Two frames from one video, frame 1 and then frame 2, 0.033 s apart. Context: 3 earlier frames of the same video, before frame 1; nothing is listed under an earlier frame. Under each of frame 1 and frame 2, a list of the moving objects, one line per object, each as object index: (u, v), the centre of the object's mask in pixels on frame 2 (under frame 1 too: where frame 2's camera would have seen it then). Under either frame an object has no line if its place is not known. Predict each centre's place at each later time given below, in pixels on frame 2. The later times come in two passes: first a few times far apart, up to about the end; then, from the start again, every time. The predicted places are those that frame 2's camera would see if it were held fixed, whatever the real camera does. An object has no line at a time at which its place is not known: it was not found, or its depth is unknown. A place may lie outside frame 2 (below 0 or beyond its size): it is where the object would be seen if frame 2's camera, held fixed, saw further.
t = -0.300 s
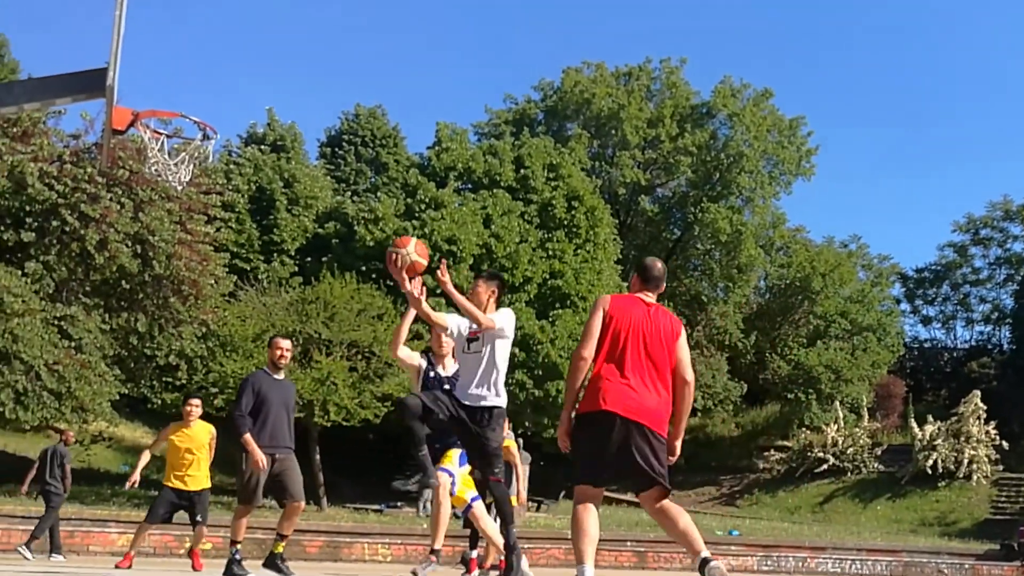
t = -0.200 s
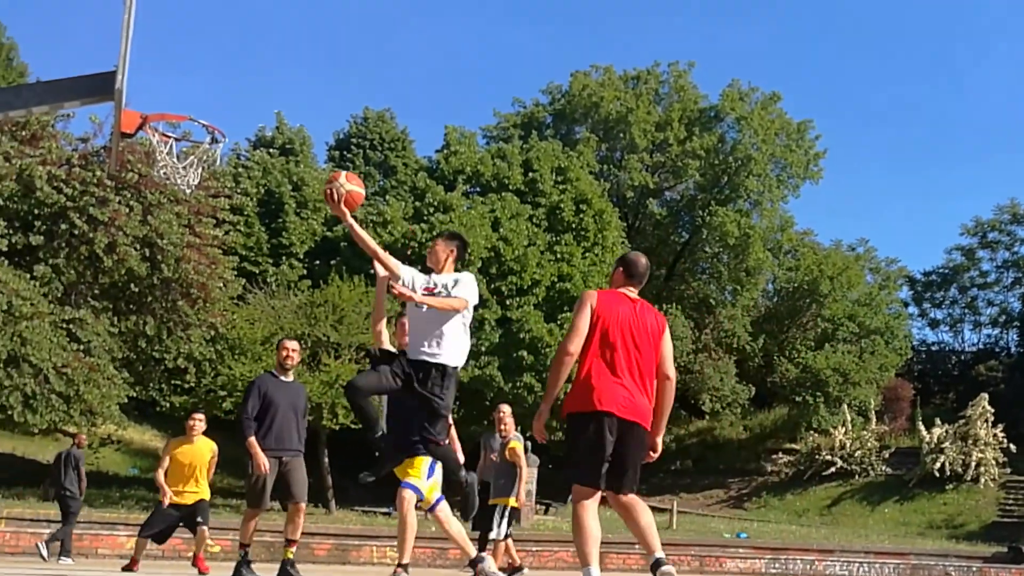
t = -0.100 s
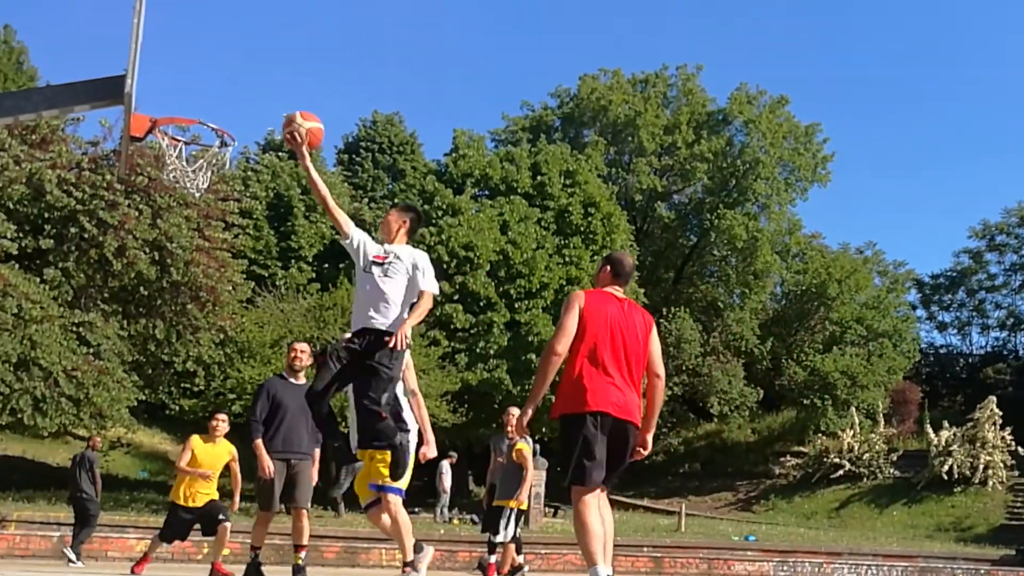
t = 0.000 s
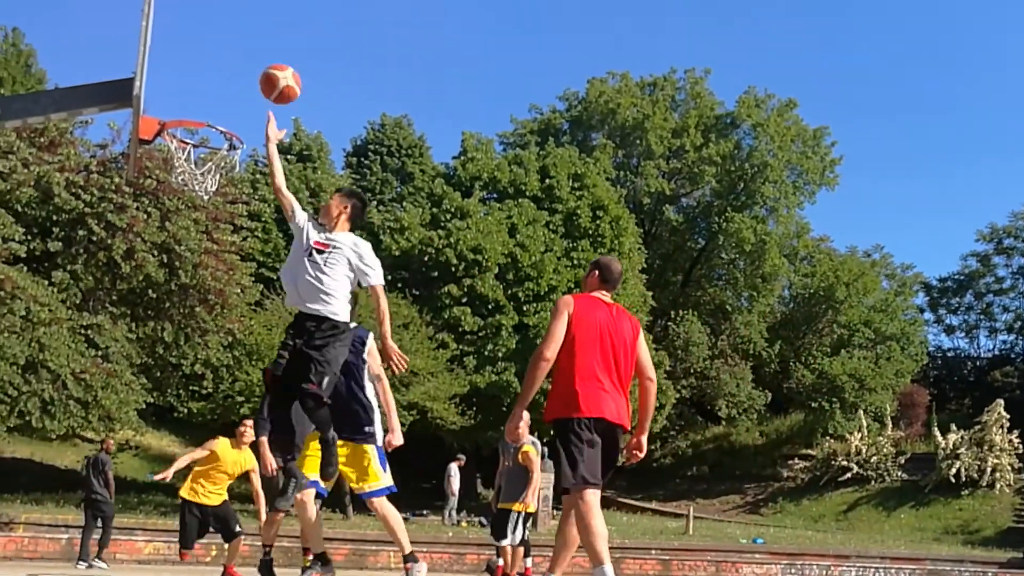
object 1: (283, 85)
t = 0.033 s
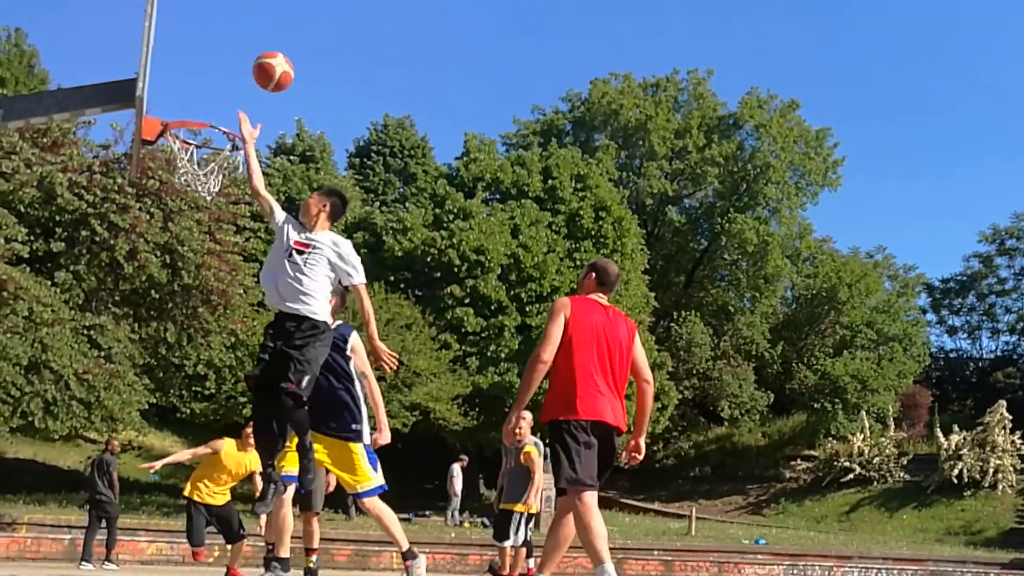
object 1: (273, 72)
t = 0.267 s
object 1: (193, 26)
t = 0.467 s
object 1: (193, 51)
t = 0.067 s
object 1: (262, 60)
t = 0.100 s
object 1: (251, 50)
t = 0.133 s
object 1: (239, 42)
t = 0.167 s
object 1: (228, 35)
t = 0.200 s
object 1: (217, 31)
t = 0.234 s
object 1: (205, 27)
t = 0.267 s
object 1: (193, 26)
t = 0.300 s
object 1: (181, 25)
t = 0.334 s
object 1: (170, 27)
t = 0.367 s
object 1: (173, 31)
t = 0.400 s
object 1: (179, 36)
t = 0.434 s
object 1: (186, 42)
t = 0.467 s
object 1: (193, 51)
